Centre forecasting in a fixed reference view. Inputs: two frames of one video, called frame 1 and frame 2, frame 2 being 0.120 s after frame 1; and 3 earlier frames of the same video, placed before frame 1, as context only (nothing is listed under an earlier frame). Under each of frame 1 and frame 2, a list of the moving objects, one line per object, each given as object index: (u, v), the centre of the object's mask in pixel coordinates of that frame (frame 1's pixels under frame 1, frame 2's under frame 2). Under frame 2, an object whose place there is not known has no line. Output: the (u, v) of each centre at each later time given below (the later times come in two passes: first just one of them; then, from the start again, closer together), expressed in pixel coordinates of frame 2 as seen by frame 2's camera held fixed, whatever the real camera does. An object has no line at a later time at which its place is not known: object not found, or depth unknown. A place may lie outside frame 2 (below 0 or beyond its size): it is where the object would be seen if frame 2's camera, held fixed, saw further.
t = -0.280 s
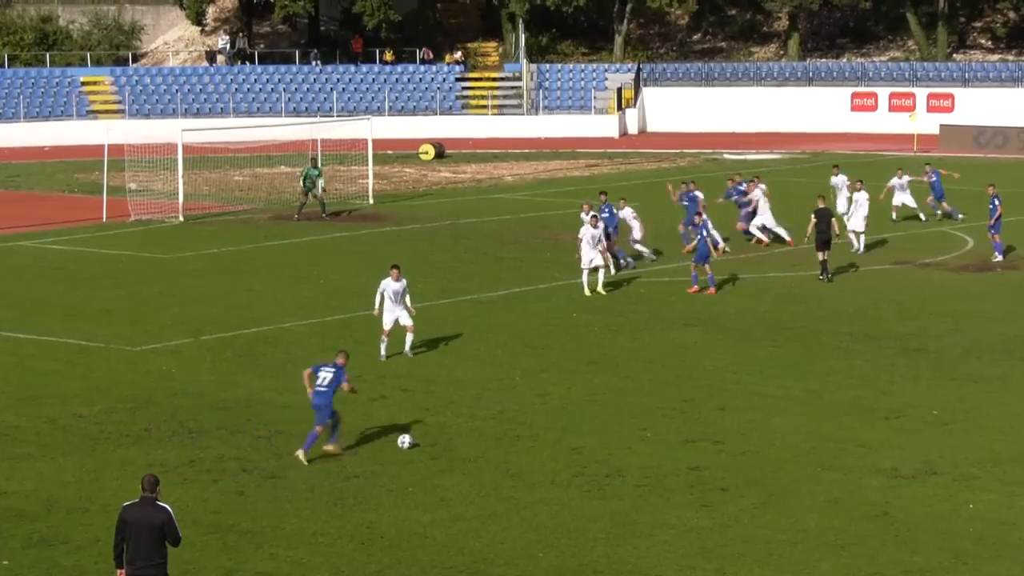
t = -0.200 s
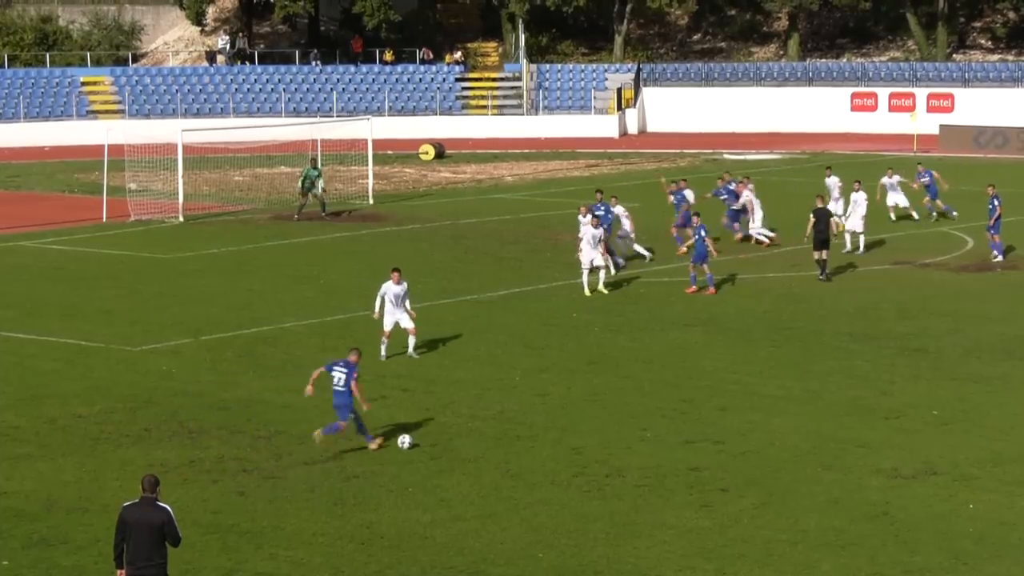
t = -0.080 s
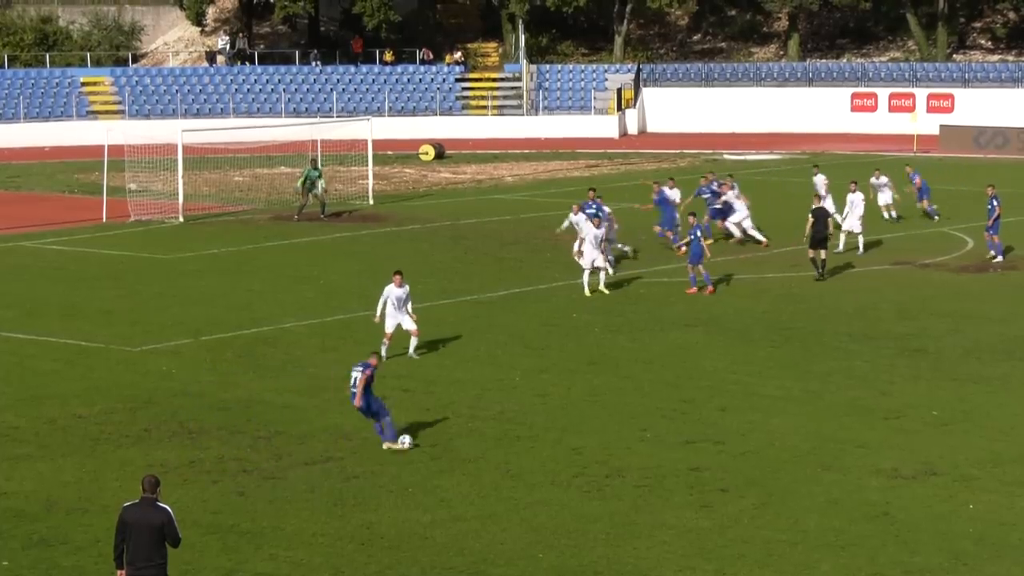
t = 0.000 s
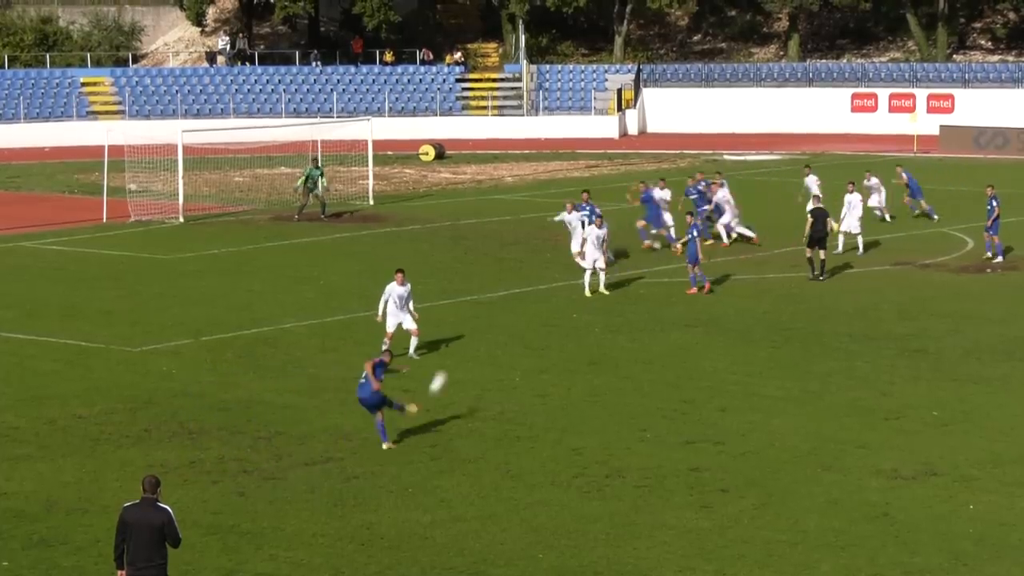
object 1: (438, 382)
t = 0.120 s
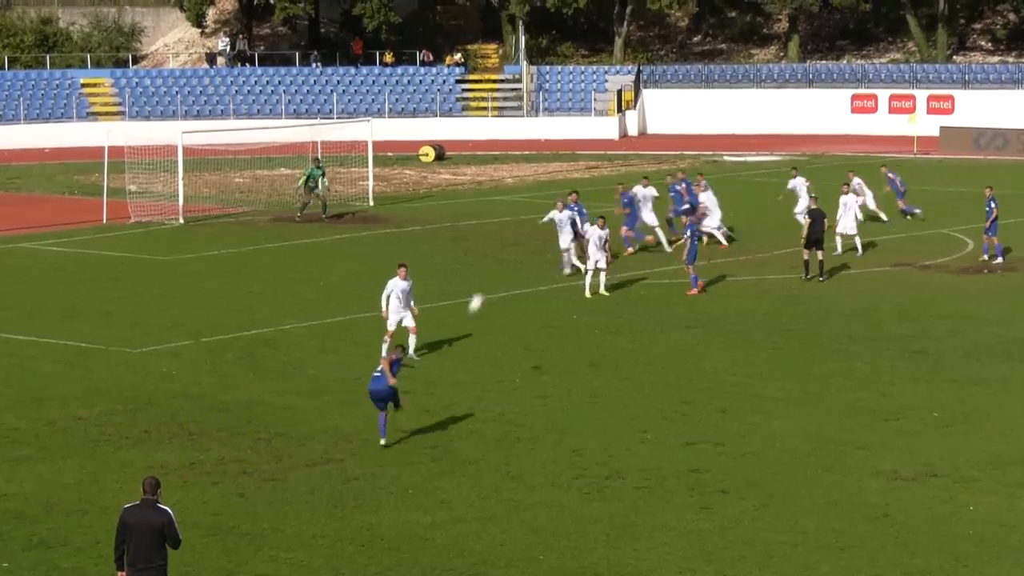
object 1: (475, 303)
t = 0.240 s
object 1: (498, 242)
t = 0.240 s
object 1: (498, 242)
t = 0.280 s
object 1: (503, 224)
